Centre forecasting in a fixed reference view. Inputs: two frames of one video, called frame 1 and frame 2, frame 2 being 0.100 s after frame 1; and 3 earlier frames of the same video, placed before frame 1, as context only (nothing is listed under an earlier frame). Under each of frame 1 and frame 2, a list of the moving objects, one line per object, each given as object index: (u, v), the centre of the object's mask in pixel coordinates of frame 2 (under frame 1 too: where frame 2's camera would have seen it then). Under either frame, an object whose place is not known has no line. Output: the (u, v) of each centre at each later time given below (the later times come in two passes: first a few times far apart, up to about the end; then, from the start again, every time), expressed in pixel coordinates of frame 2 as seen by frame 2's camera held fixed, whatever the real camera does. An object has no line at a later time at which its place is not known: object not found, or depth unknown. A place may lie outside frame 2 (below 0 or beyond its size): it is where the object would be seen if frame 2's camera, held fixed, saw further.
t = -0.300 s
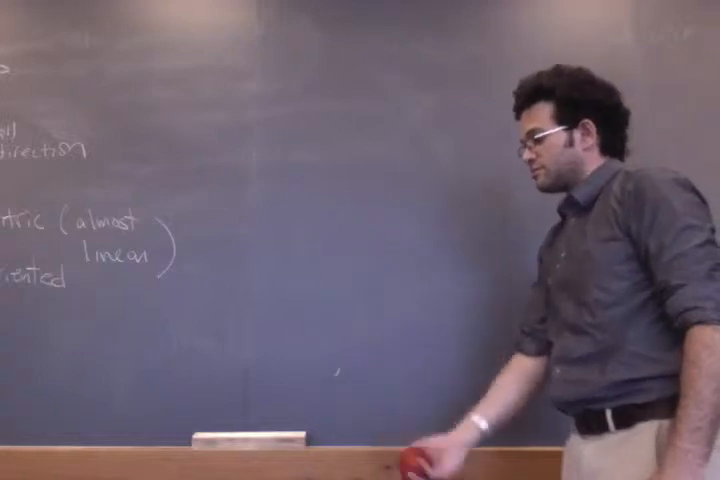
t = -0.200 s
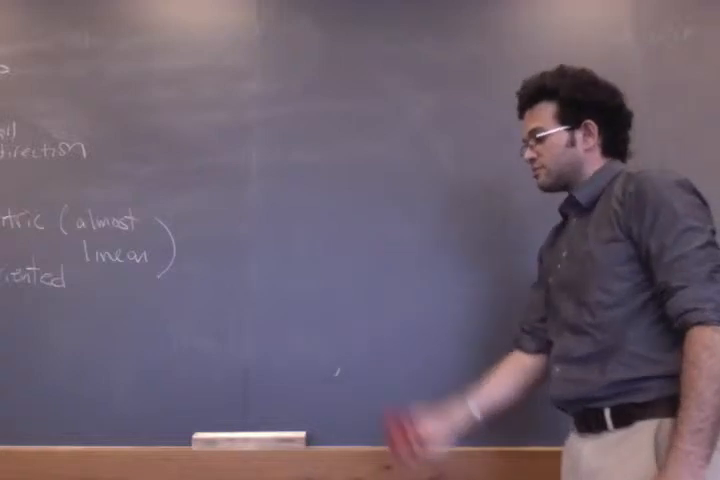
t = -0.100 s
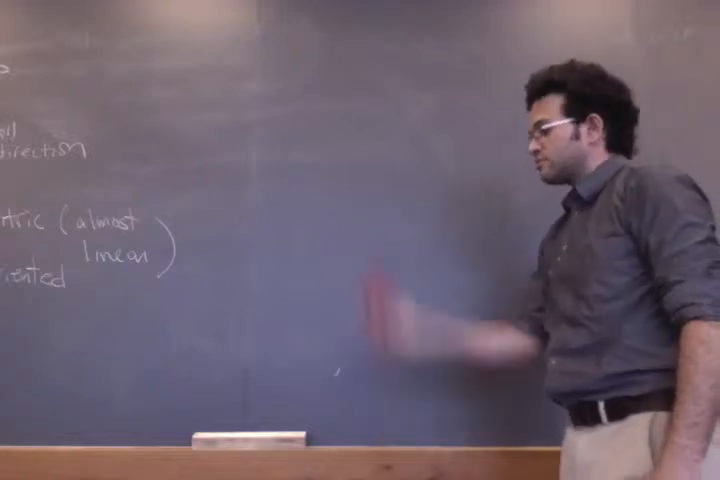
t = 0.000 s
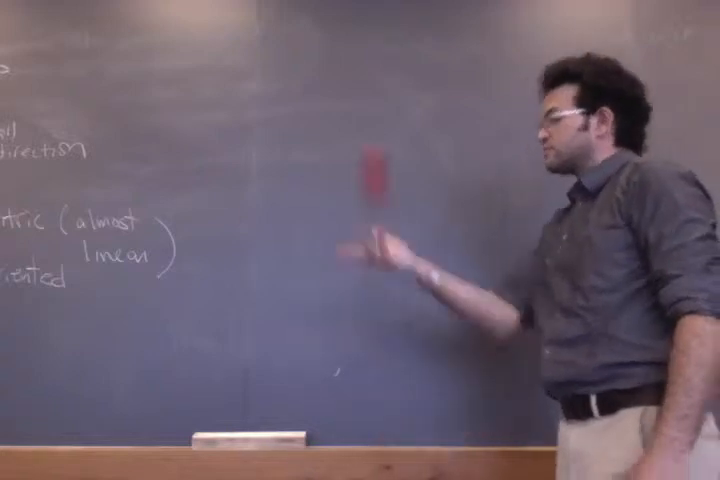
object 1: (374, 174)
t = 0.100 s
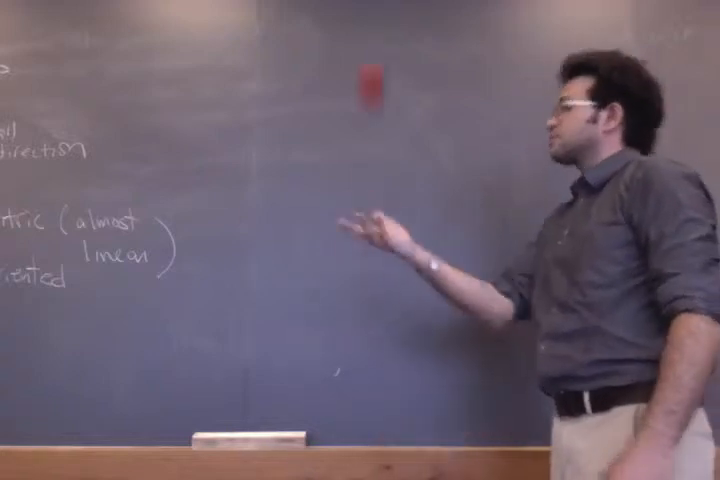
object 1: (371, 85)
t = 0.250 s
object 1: (369, 17)
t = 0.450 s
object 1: (367, 56)
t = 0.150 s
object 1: (370, 53)
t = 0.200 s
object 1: (370, 30)
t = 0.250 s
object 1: (369, 17)
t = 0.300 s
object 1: (368, 15)
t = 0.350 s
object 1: (368, 18)
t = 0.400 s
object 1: (367, 30)
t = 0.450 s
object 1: (367, 56)
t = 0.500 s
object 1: (367, 91)
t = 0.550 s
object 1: (366, 142)
